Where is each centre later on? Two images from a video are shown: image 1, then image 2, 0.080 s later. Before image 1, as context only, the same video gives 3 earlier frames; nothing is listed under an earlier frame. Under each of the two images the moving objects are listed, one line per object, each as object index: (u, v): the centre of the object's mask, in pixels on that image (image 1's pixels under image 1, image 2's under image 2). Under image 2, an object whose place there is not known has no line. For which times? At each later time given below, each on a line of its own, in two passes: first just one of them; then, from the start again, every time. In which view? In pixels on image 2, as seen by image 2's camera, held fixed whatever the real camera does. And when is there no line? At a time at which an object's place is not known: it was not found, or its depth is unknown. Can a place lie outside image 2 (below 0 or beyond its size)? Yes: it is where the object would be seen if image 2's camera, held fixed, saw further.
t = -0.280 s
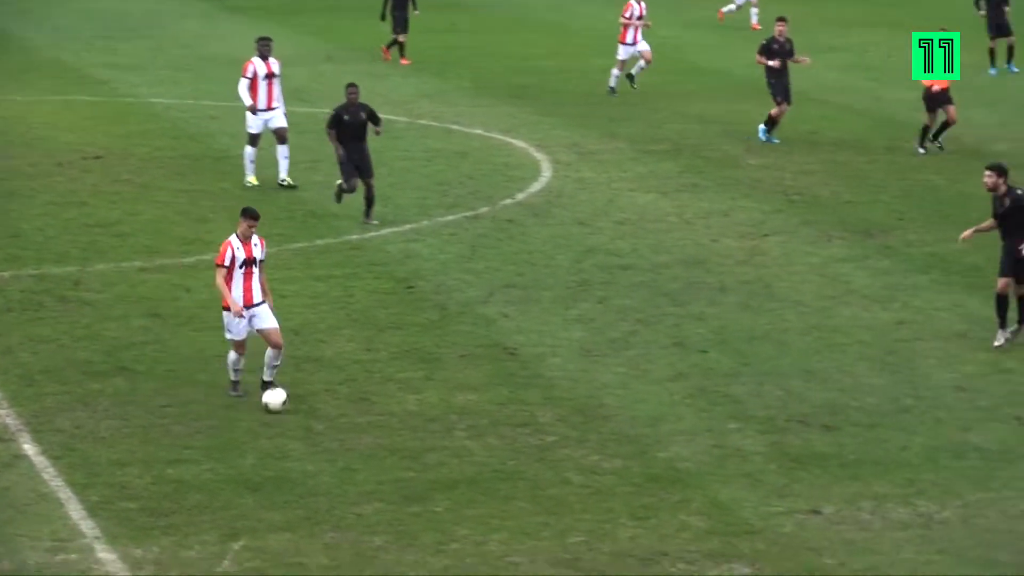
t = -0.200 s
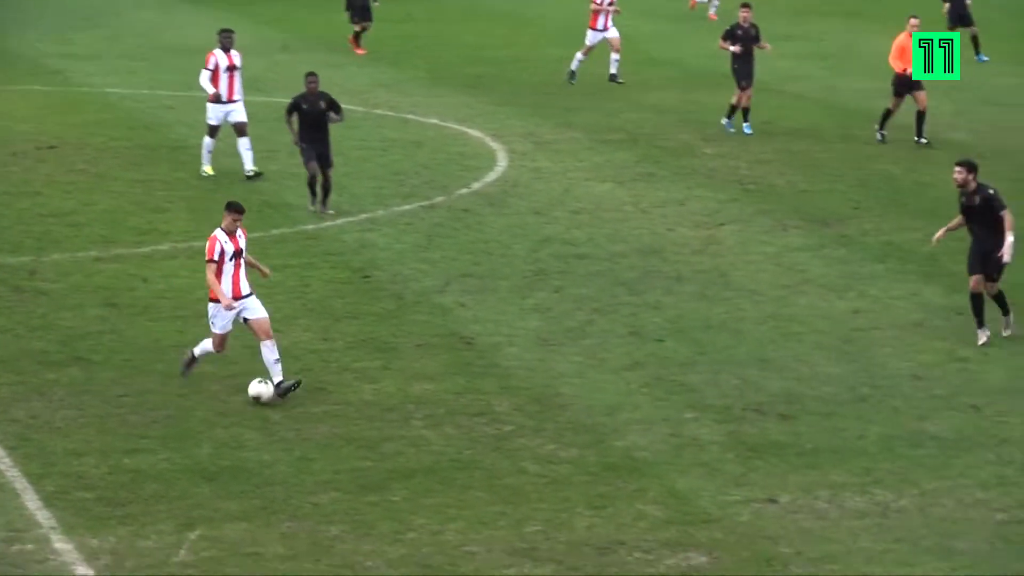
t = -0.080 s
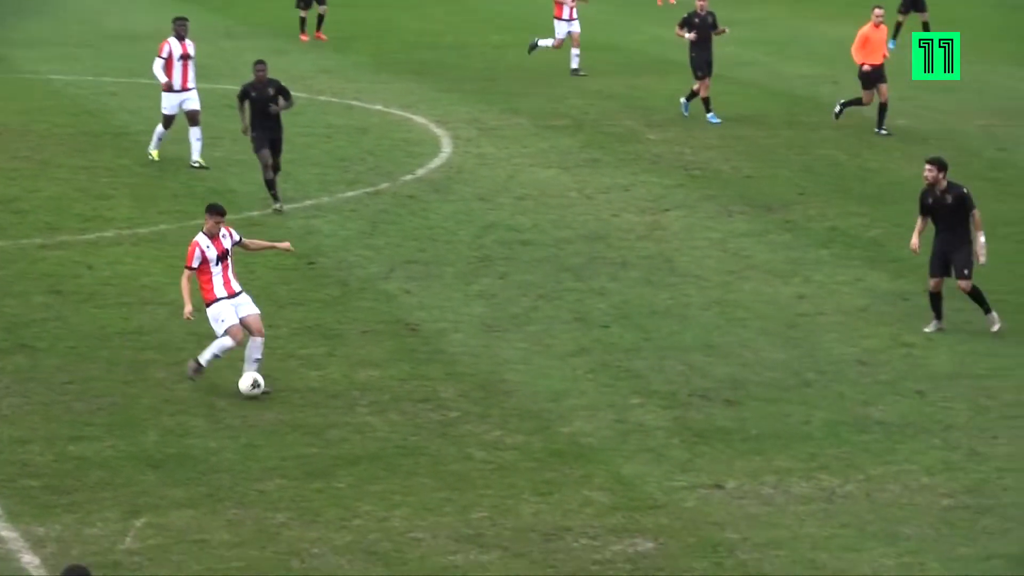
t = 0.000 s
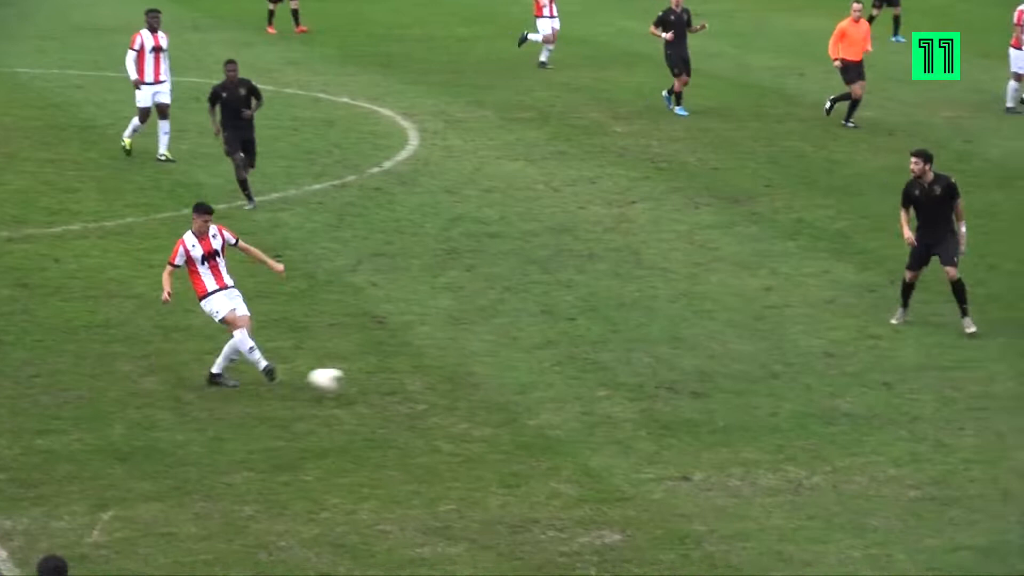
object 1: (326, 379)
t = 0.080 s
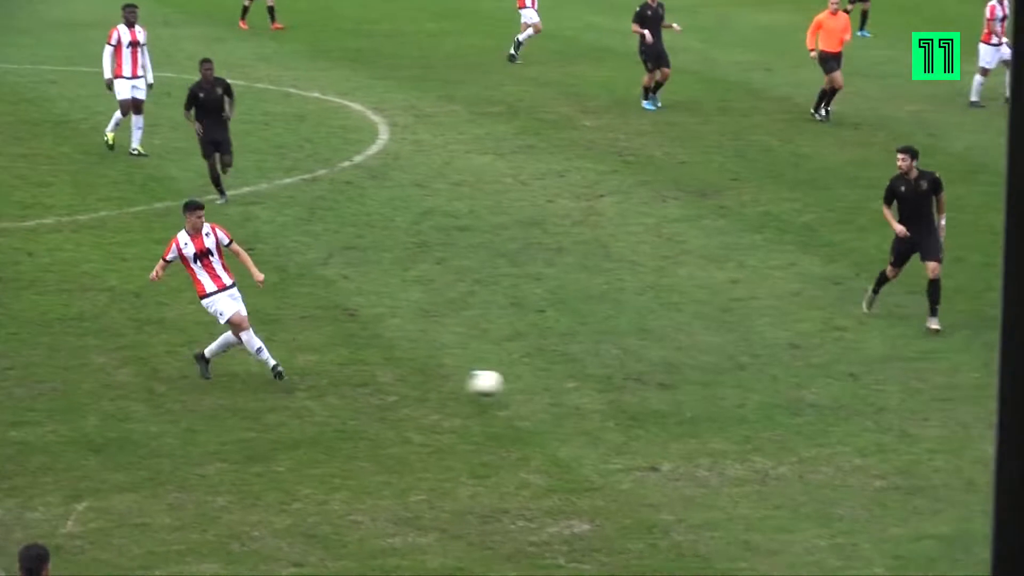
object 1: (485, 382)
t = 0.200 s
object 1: (772, 417)
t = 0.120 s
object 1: (579, 391)
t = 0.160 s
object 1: (676, 404)
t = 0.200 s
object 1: (772, 417)
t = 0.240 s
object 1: (862, 417)
